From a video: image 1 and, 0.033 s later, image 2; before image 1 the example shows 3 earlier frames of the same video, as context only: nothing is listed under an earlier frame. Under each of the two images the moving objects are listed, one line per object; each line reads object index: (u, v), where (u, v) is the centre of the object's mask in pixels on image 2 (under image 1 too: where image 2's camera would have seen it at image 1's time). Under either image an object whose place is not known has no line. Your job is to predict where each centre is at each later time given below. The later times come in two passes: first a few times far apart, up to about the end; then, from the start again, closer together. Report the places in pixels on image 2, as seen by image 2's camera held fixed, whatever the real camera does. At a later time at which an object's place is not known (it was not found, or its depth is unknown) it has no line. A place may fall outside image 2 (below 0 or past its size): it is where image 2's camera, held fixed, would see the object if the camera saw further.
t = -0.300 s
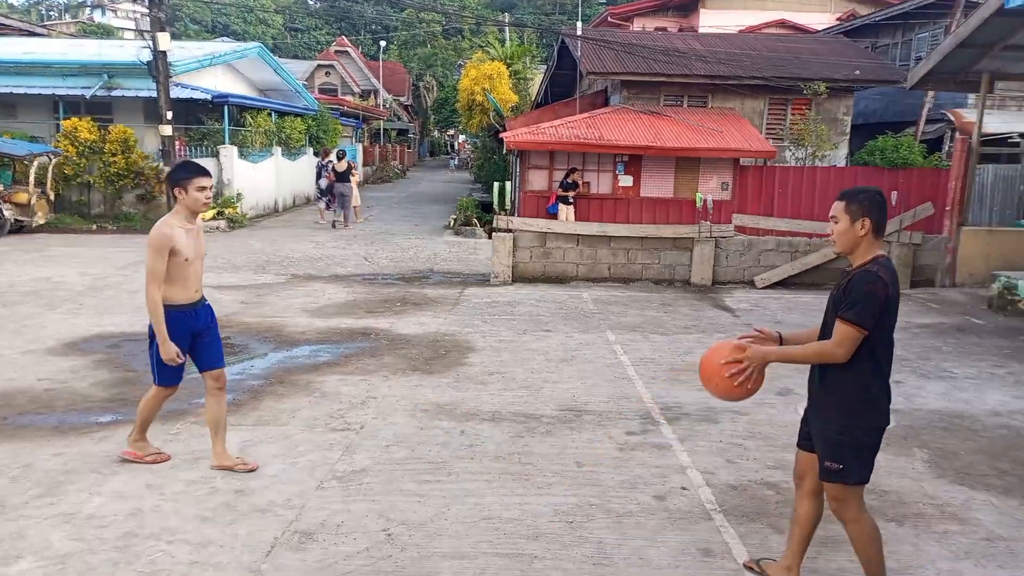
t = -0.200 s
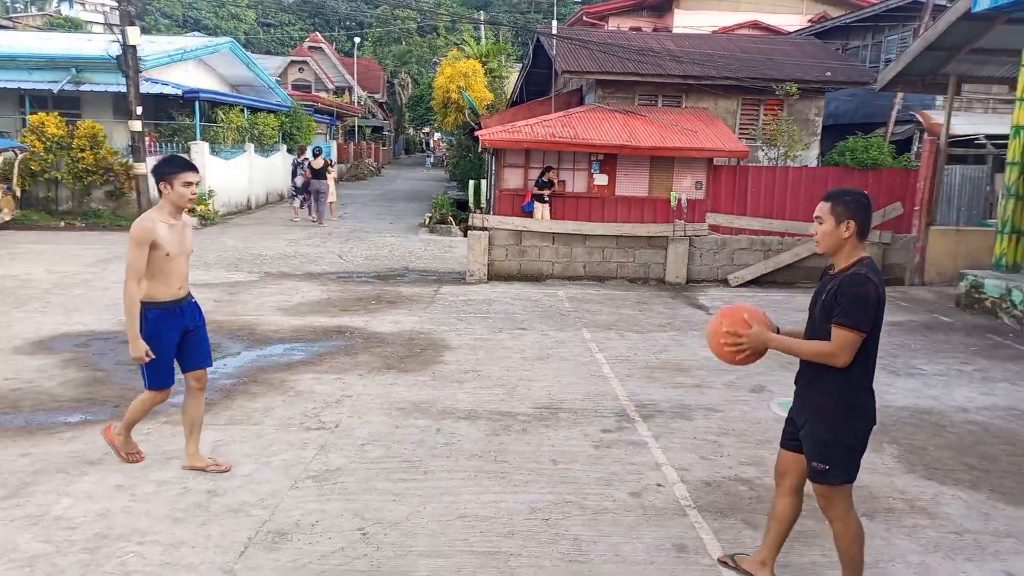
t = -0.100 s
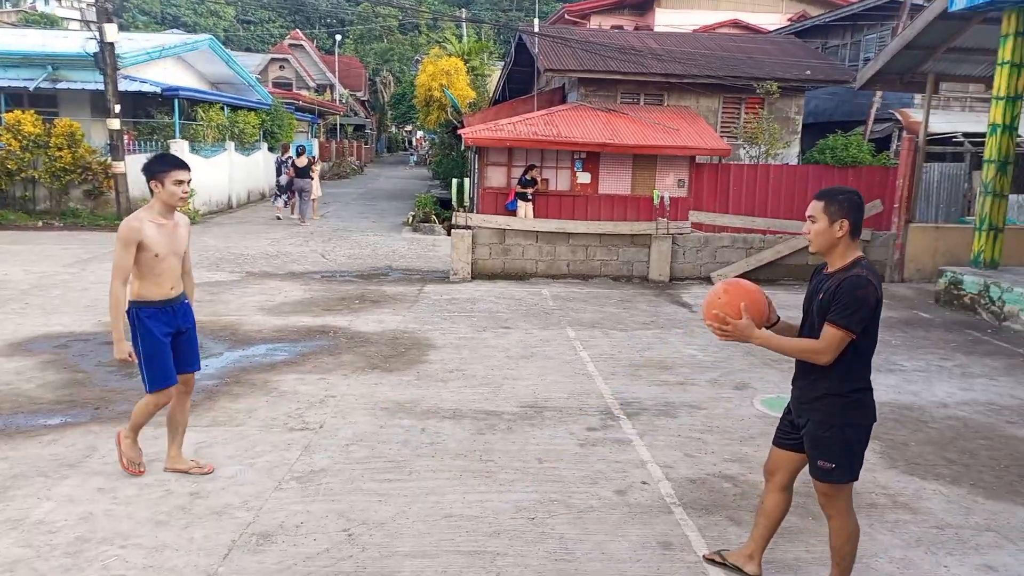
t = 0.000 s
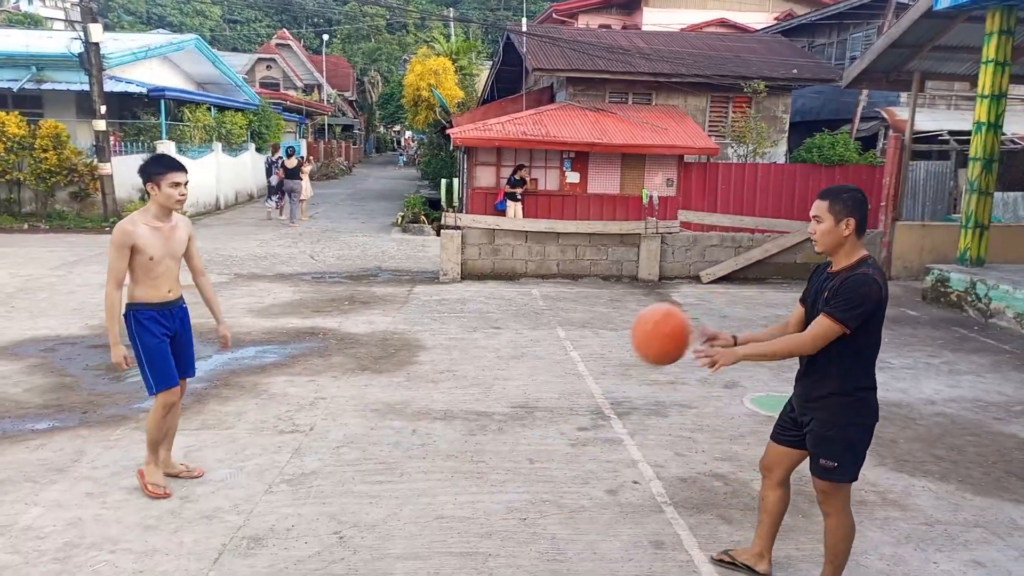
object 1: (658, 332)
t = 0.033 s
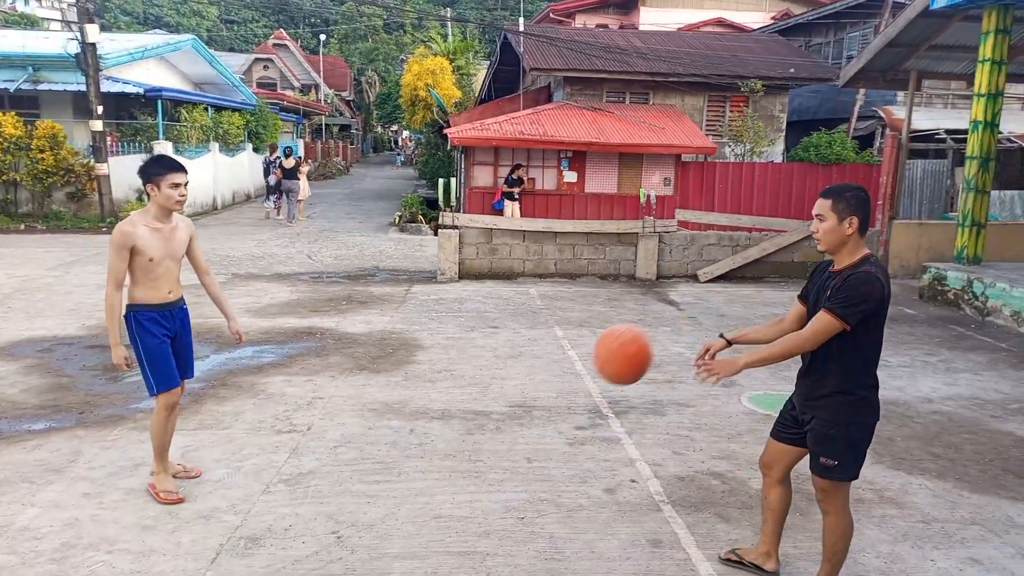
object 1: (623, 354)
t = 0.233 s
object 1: (431, 517)
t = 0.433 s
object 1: (365, 366)
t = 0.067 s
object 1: (588, 378)
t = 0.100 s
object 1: (553, 402)
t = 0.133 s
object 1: (520, 429)
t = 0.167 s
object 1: (489, 458)
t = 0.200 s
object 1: (458, 488)
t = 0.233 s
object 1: (431, 517)
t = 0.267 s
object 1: (419, 488)
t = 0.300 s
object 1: (409, 459)
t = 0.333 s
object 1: (397, 433)
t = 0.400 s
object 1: (376, 386)
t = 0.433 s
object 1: (365, 366)
